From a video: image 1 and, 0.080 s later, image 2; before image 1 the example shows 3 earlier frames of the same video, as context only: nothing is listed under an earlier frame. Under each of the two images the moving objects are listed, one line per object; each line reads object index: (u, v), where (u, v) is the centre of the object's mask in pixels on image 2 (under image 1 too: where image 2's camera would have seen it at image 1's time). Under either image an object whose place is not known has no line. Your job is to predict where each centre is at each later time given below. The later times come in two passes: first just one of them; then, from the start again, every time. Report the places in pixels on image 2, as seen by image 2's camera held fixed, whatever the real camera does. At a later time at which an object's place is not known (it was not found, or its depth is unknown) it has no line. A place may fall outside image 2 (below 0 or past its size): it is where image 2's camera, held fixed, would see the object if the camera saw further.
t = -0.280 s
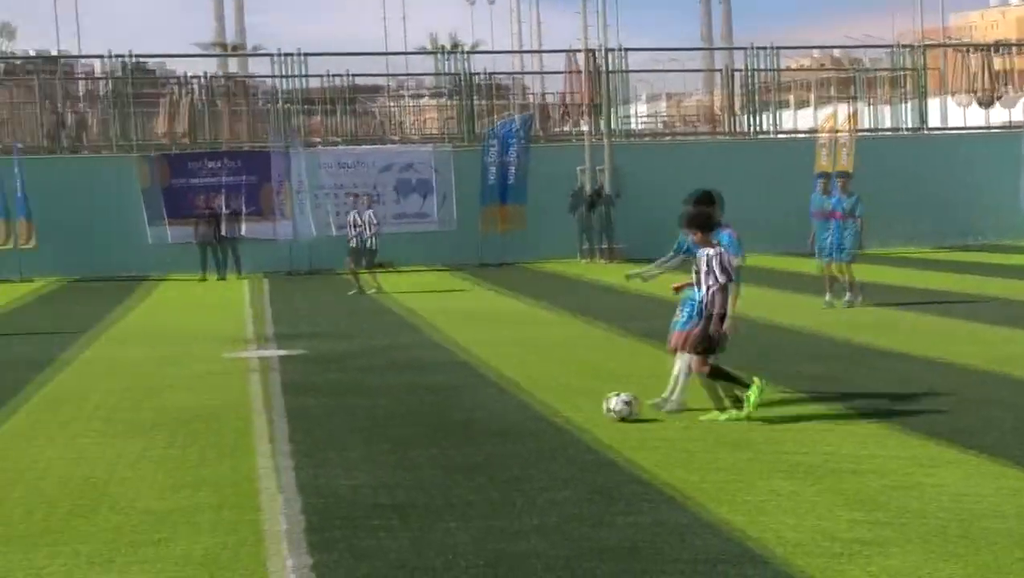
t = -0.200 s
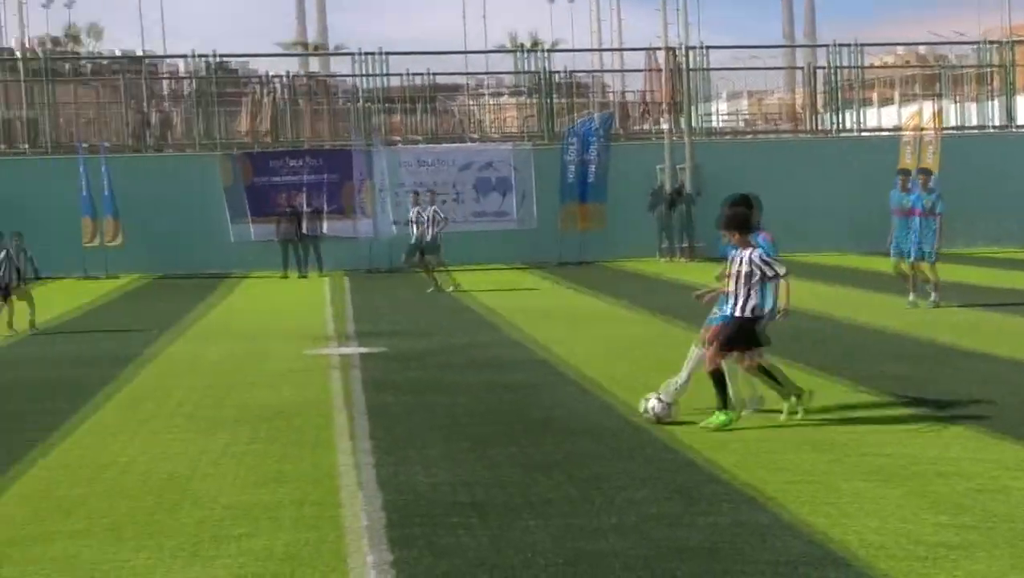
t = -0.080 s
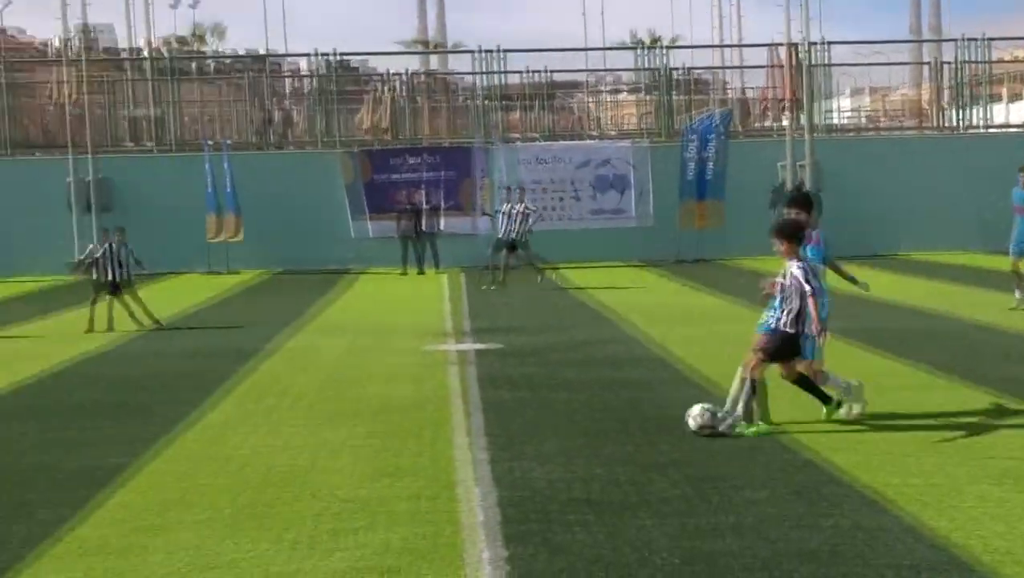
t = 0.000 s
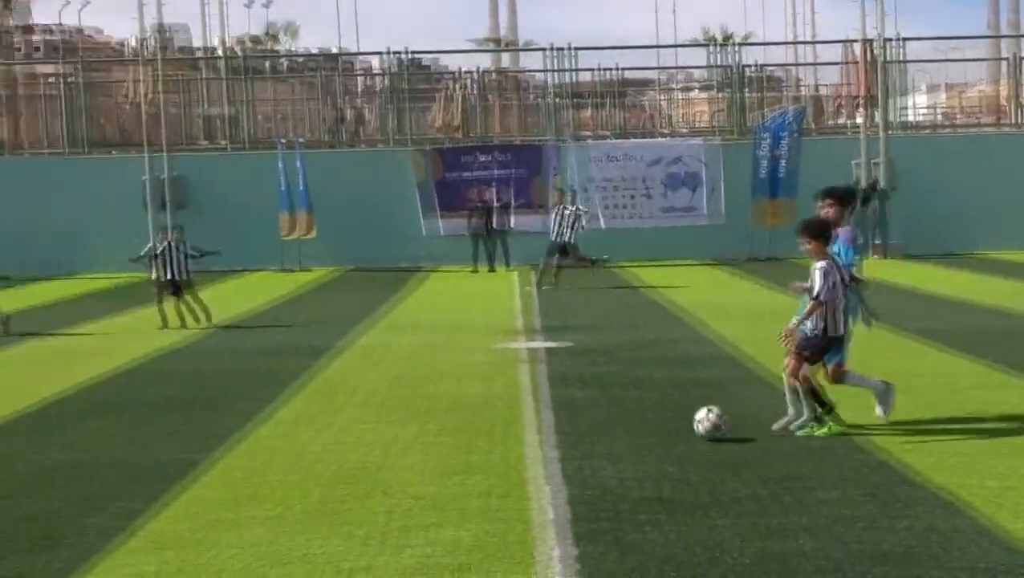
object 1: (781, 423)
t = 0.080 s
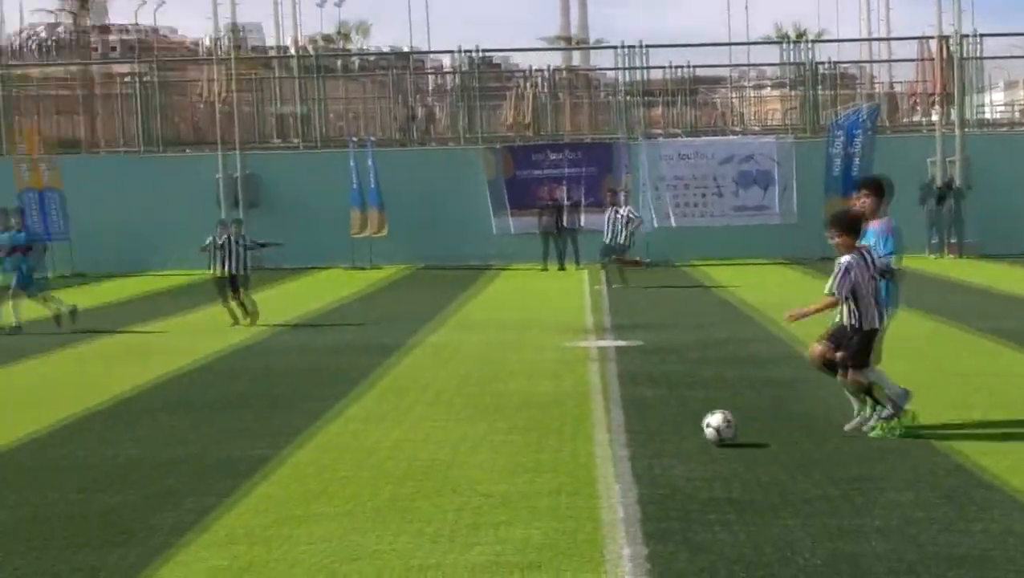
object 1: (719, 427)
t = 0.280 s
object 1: (571, 445)
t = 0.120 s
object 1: (689, 430)
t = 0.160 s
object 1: (659, 435)
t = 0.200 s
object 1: (630, 436)
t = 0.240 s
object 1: (600, 440)
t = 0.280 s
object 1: (571, 445)
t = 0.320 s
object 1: (541, 449)
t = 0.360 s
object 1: (511, 452)
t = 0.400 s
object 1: (480, 457)
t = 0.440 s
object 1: (449, 464)
